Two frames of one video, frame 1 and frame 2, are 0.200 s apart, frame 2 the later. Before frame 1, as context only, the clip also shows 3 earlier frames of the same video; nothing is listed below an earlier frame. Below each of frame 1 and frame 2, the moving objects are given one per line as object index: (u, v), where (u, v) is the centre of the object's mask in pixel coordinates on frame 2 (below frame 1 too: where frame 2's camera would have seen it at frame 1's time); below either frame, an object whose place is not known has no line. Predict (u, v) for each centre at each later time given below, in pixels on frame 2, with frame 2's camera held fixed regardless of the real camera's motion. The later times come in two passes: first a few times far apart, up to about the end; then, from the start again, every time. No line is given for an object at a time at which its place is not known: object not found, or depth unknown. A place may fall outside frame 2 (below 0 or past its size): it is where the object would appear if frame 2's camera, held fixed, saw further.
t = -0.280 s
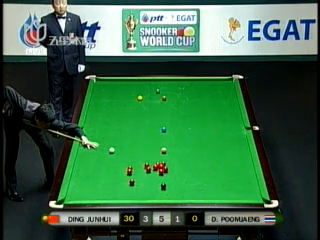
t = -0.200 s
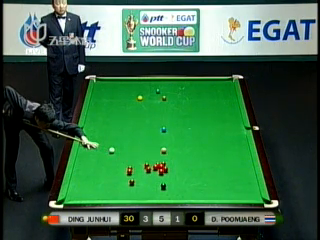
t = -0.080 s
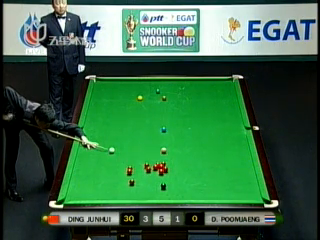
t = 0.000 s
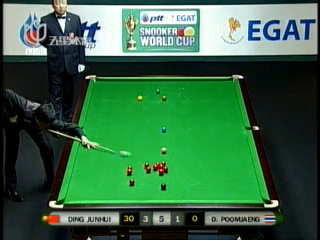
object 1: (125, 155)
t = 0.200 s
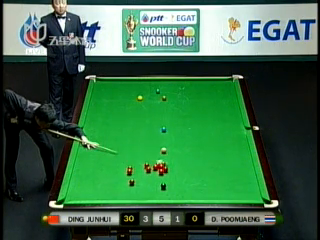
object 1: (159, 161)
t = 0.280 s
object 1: (162, 163)
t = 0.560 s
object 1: (167, 161)
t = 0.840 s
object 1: (174, 160)
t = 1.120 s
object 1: (179, 159)
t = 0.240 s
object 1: (161, 162)
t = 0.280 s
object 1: (162, 163)
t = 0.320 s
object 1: (163, 162)
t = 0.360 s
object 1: (163, 162)
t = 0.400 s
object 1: (164, 162)
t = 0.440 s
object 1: (164, 161)
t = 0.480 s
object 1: (166, 161)
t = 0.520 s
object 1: (167, 161)
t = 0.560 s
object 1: (167, 161)
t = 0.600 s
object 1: (168, 160)
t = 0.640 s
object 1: (170, 160)
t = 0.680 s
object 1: (170, 160)
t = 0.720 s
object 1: (171, 160)
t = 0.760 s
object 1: (172, 160)
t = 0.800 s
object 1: (172, 160)
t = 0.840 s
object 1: (174, 160)
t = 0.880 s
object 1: (174, 159)
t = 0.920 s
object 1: (175, 159)
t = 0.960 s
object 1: (176, 159)
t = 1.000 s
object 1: (176, 159)
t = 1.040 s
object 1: (177, 159)
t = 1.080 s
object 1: (178, 159)
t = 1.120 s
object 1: (179, 159)
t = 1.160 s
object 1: (179, 158)
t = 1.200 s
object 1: (180, 158)
